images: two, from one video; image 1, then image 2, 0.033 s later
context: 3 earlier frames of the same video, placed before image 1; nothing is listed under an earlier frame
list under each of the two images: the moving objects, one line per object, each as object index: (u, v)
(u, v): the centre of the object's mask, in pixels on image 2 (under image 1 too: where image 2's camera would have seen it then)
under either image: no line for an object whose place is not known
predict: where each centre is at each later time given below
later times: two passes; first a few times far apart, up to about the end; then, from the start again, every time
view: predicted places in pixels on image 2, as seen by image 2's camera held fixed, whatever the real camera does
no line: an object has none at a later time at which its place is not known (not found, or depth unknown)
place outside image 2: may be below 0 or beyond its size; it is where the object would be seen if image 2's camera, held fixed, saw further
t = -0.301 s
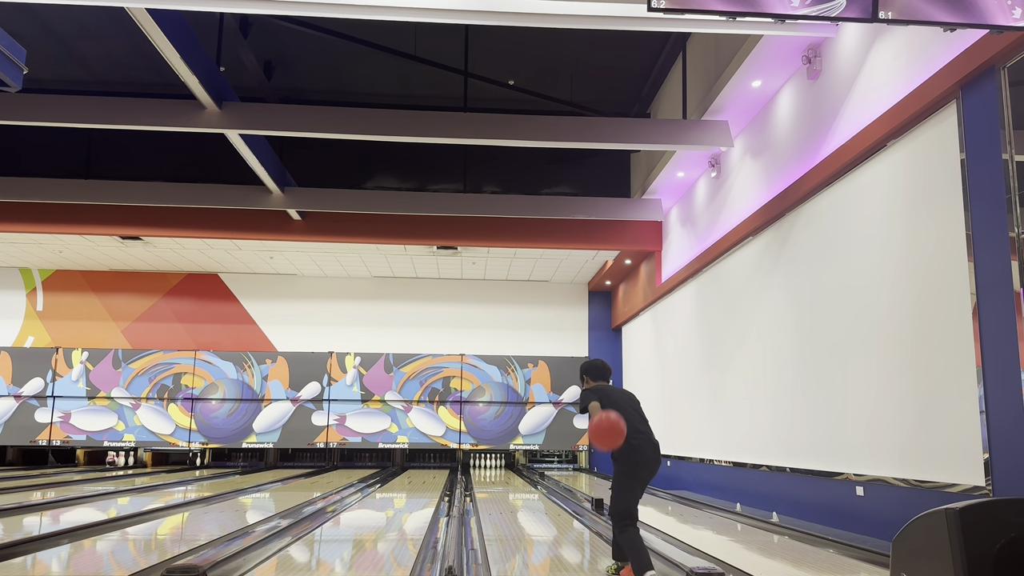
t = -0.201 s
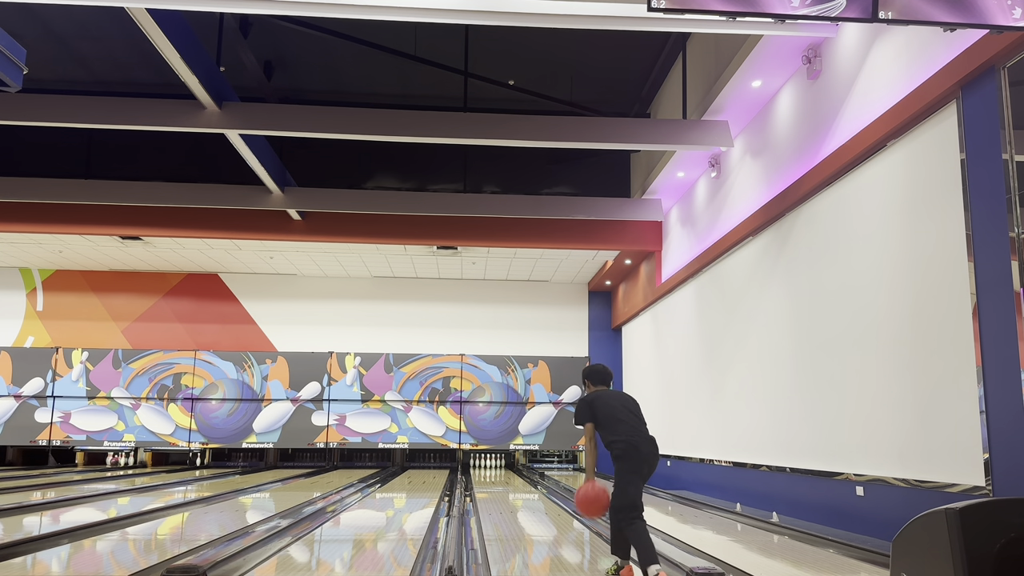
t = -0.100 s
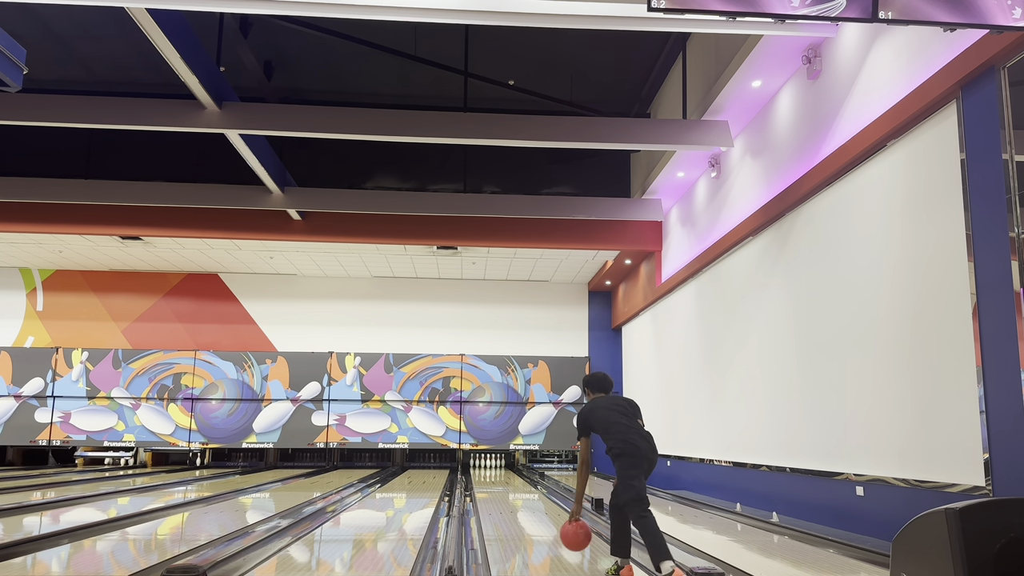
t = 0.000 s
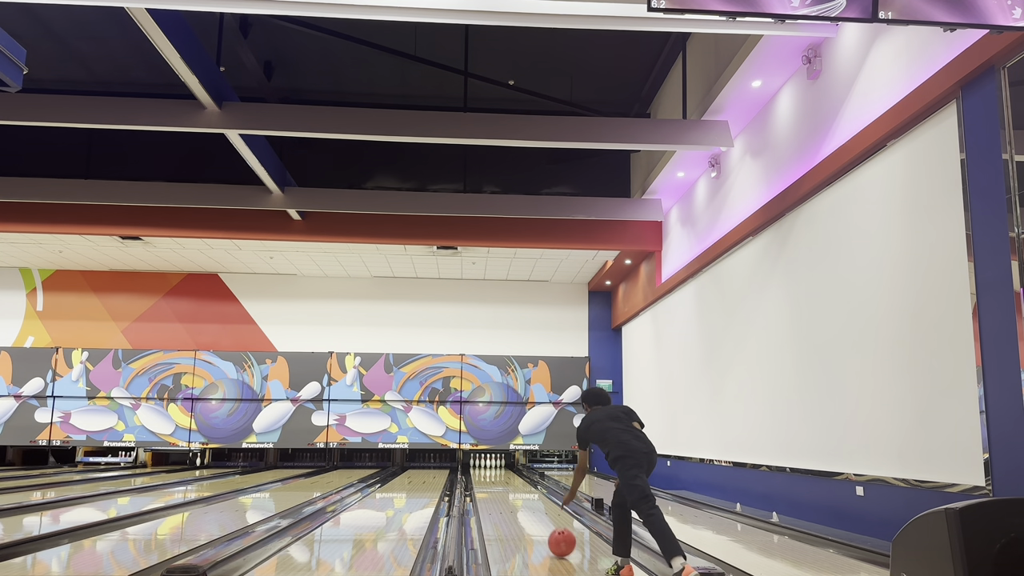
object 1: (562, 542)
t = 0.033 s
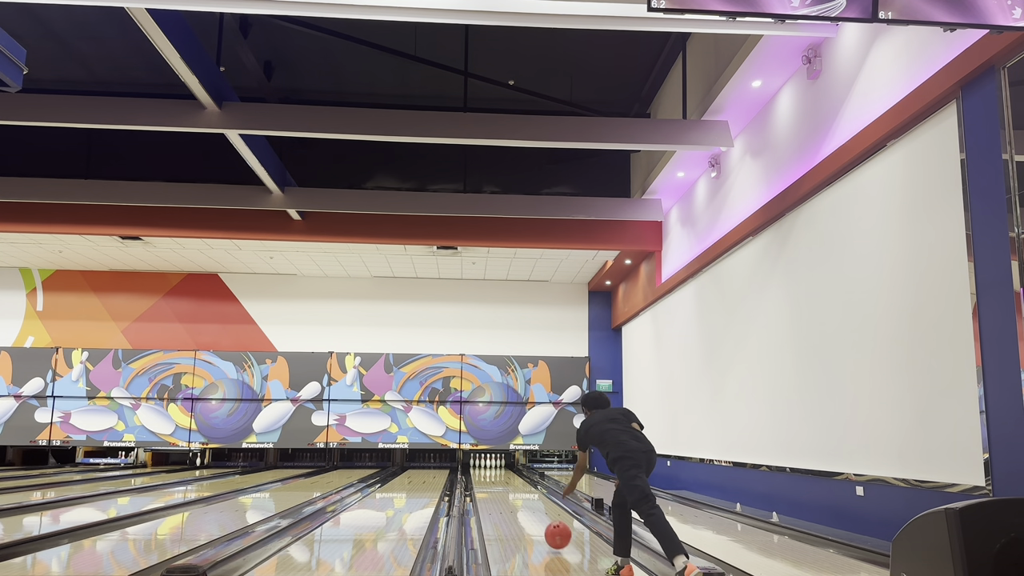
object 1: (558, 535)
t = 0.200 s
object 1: (542, 521)
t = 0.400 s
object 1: (529, 508)
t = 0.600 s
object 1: (519, 498)
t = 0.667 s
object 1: (517, 495)
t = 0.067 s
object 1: (554, 530)
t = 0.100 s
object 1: (551, 526)
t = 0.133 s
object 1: (548, 524)
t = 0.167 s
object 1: (545, 523)
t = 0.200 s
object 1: (542, 521)
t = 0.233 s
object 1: (540, 519)
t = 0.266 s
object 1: (537, 517)
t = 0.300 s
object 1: (535, 514)
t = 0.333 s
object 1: (533, 512)
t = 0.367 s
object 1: (531, 510)
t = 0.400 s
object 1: (529, 508)
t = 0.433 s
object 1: (528, 506)
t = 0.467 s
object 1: (526, 504)
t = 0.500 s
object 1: (524, 502)
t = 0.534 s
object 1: (523, 501)
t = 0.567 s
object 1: (521, 499)
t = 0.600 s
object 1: (519, 498)
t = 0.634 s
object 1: (518, 496)
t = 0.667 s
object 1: (517, 495)
